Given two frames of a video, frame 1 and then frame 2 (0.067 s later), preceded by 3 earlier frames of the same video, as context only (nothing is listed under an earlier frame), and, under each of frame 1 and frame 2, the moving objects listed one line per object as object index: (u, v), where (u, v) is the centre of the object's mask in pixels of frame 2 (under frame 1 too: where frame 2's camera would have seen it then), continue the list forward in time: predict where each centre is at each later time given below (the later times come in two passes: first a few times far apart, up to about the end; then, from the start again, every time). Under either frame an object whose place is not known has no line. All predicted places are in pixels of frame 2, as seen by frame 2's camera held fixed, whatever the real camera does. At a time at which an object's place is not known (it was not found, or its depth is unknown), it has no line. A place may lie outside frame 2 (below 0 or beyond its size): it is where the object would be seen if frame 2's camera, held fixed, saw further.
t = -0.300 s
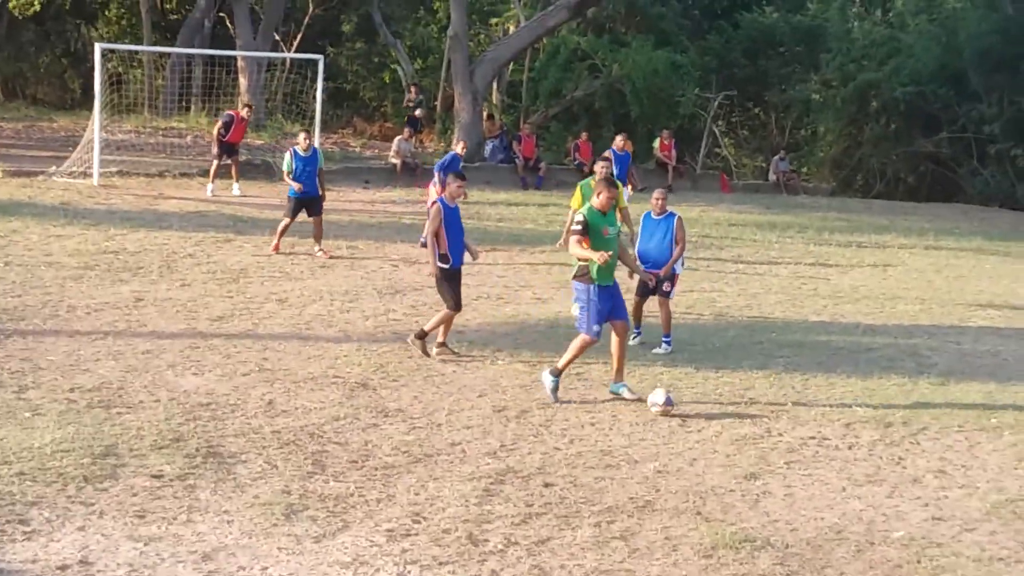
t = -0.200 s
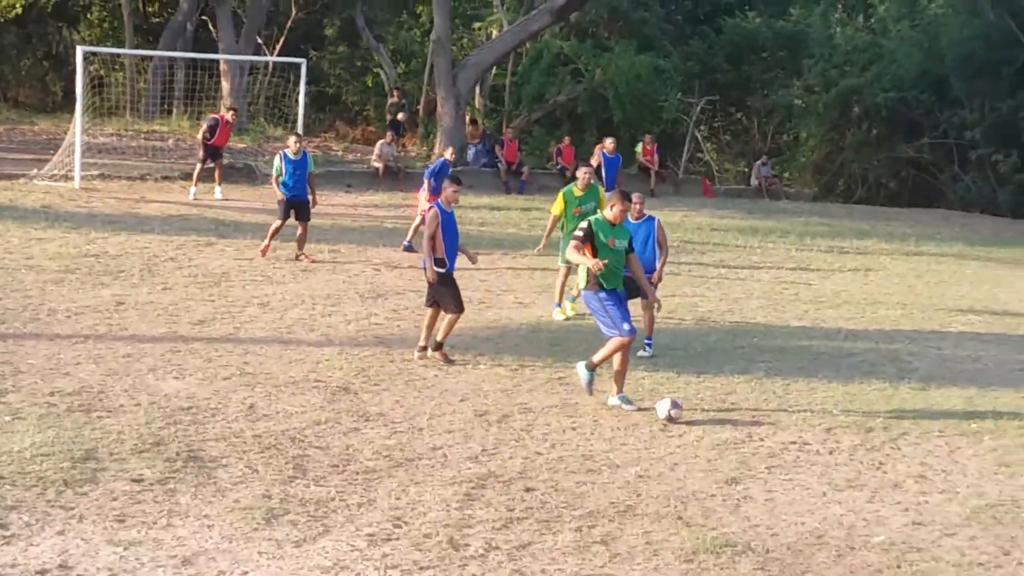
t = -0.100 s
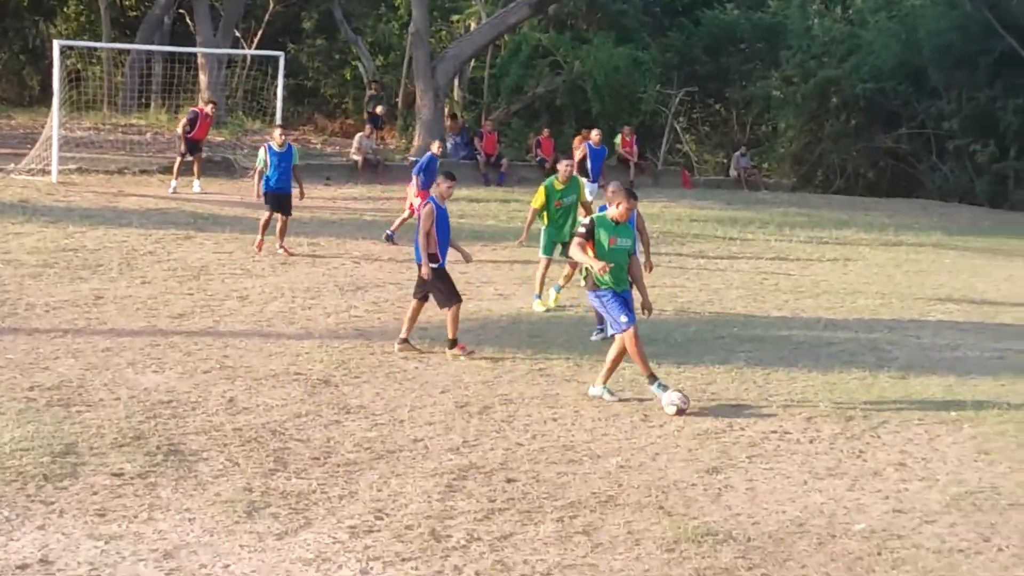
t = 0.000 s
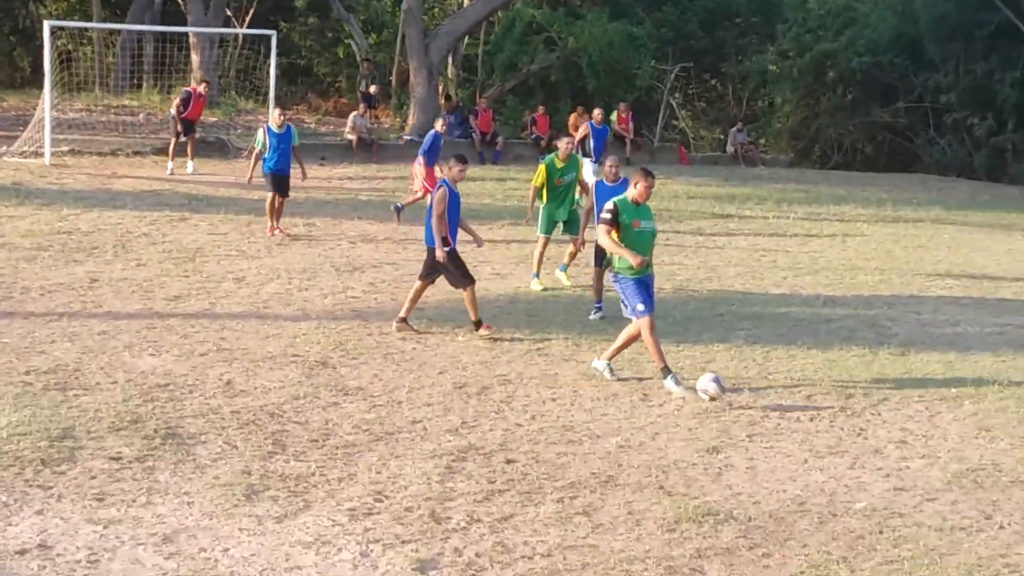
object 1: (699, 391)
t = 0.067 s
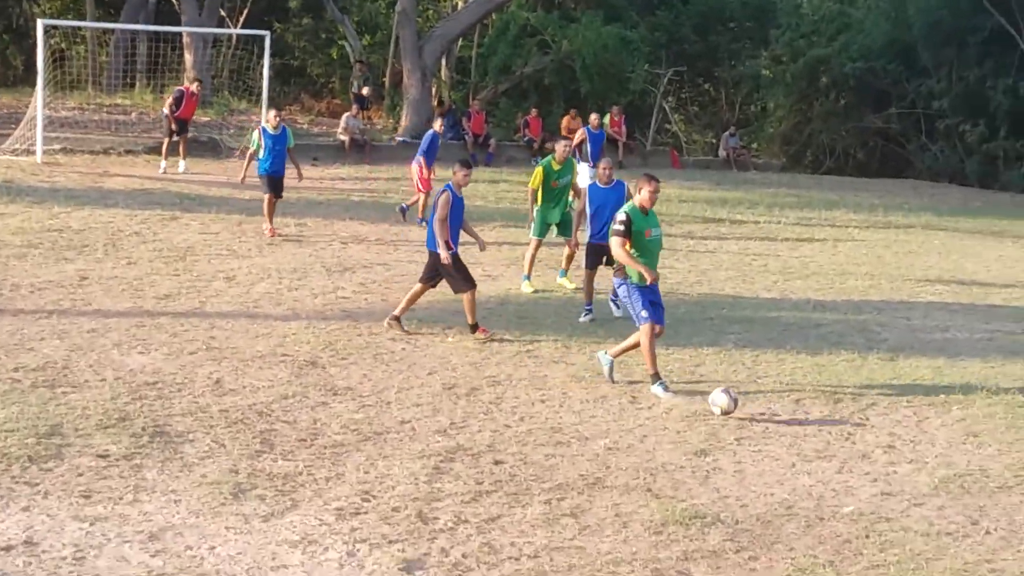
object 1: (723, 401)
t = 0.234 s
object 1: (786, 427)
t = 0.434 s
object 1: (862, 452)
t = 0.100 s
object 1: (735, 409)
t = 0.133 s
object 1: (747, 411)
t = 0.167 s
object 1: (759, 414)
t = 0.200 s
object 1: (772, 420)
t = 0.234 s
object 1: (786, 427)
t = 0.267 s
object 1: (798, 428)
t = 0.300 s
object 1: (811, 429)
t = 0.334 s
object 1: (822, 432)
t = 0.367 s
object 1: (836, 436)
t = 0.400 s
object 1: (849, 443)
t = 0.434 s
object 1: (862, 452)
